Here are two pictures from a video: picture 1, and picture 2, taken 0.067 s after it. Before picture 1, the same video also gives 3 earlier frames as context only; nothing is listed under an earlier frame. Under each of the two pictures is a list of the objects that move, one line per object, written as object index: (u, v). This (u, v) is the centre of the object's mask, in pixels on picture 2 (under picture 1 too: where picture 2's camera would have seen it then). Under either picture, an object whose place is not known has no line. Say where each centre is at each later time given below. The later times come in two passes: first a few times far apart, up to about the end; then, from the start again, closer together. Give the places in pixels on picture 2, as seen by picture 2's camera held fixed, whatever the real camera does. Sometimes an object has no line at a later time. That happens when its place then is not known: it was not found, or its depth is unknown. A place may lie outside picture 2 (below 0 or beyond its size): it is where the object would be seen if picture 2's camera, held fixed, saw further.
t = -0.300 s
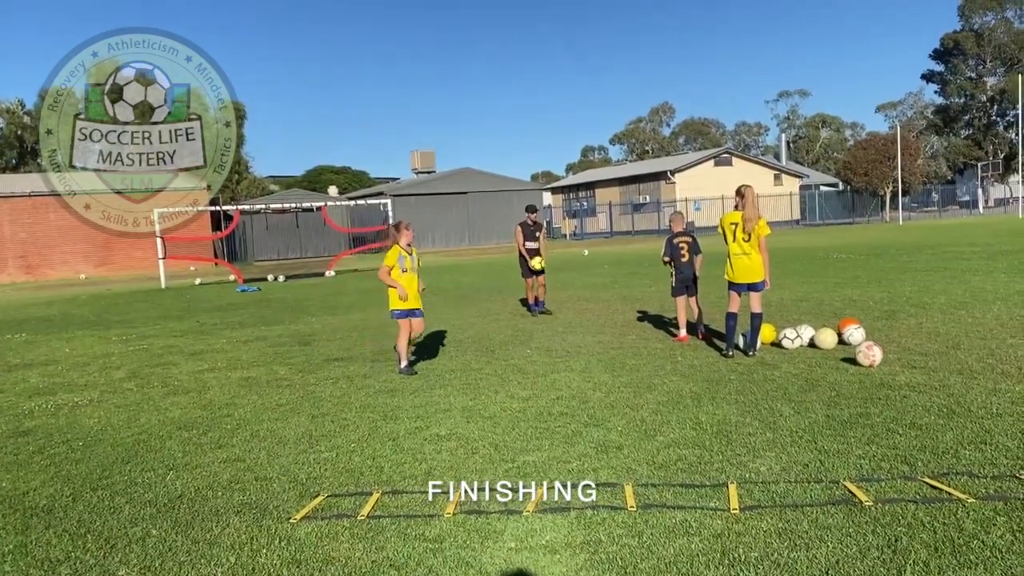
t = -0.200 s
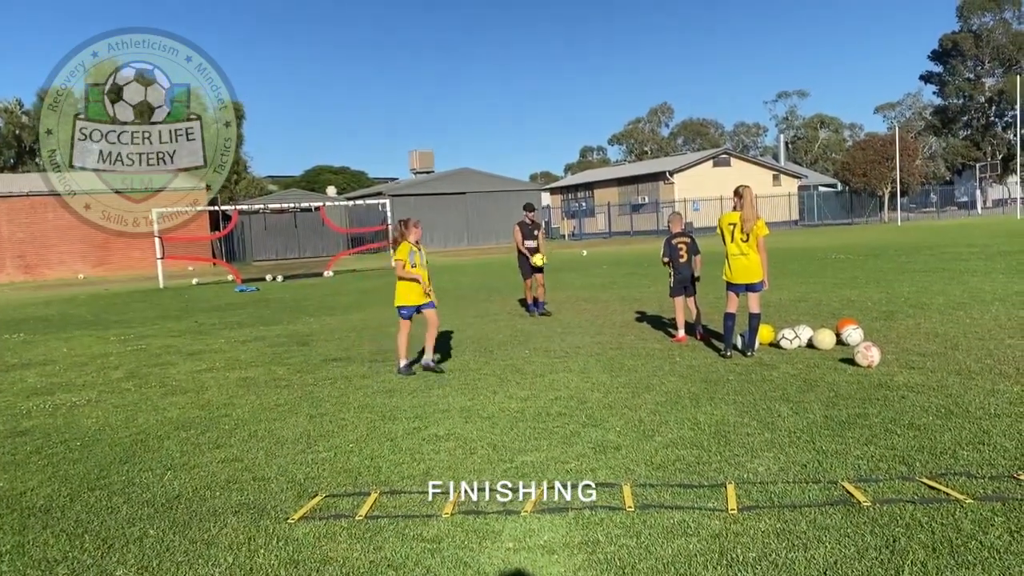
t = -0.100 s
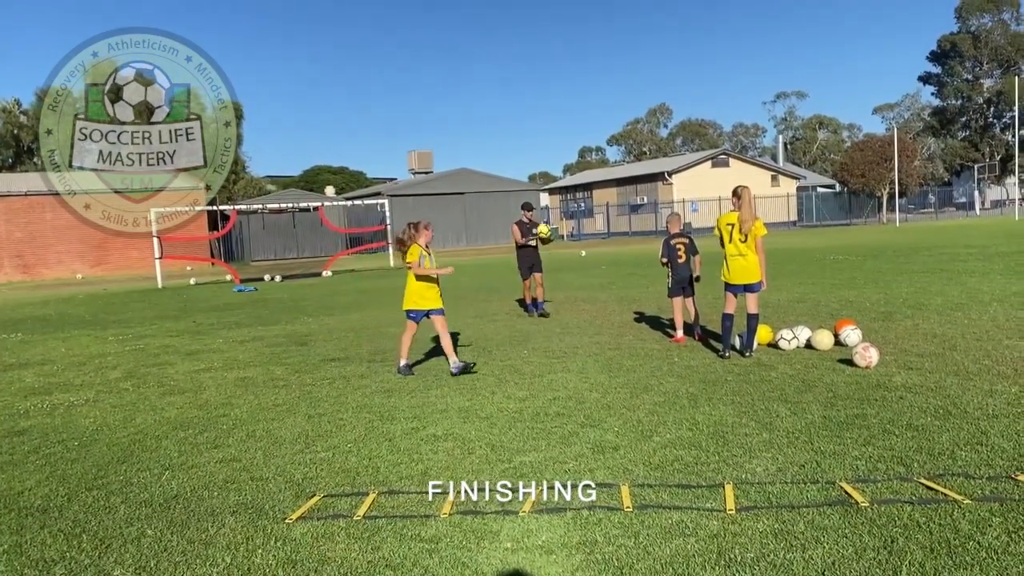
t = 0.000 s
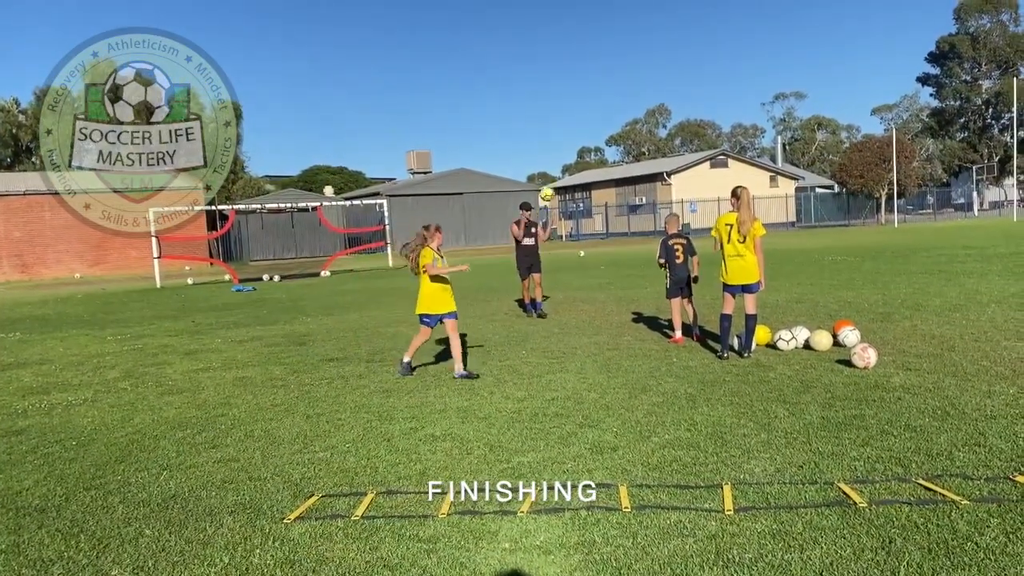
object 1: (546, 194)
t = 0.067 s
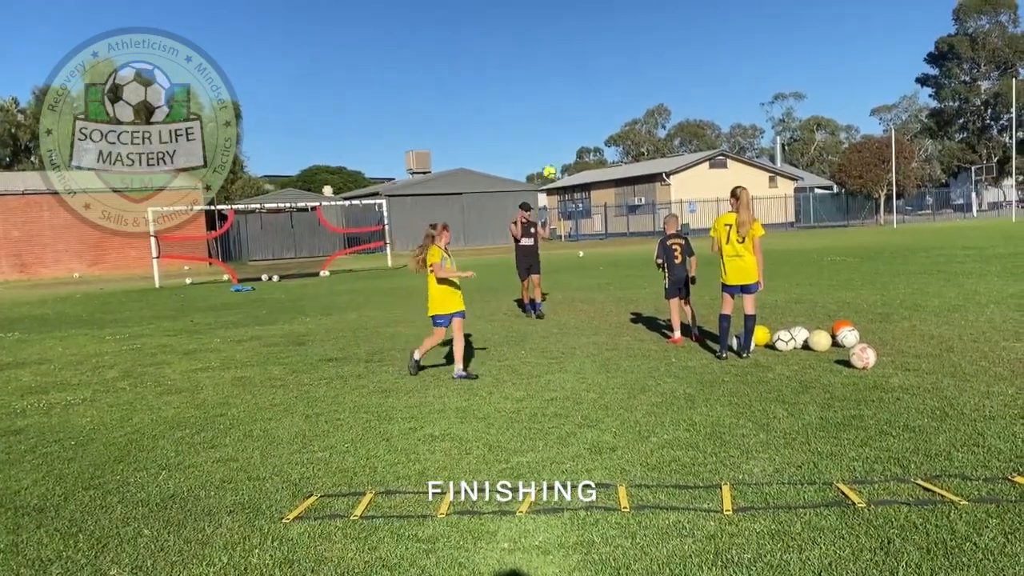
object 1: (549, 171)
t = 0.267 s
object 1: (560, 123)
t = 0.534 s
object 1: (579, 102)
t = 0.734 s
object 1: (595, 121)
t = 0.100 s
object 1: (551, 161)
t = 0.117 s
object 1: (551, 156)
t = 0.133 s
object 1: (552, 152)
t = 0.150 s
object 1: (553, 147)
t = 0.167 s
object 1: (554, 143)
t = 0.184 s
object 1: (555, 139)
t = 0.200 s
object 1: (556, 135)
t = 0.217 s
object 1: (557, 132)
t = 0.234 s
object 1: (558, 129)
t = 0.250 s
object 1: (559, 126)
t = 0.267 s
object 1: (560, 123)
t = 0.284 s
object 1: (561, 120)
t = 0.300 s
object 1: (562, 117)
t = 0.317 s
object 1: (563, 115)
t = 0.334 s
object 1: (564, 113)
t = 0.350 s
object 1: (565, 111)
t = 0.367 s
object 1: (567, 109)
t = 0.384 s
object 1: (567, 108)
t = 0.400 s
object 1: (569, 106)
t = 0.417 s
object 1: (570, 105)
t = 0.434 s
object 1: (571, 104)
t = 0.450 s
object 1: (572, 103)
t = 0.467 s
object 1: (574, 103)
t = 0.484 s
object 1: (575, 102)
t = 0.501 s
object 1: (576, 102)
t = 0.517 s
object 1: (577, 102)
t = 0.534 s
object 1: (579, 102)
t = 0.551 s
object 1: (580, 103)
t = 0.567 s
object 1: (581, 103)
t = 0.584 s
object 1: (583, 104)
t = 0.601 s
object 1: (584, 105)
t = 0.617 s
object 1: (585, 107)
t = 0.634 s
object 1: (586, 108)
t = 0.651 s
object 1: (588, 110)
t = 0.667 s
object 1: (590, 112)
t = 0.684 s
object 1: (591, 114)
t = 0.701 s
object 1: (592, 116)
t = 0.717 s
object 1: (593, 119)
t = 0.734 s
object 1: (595, 121)
